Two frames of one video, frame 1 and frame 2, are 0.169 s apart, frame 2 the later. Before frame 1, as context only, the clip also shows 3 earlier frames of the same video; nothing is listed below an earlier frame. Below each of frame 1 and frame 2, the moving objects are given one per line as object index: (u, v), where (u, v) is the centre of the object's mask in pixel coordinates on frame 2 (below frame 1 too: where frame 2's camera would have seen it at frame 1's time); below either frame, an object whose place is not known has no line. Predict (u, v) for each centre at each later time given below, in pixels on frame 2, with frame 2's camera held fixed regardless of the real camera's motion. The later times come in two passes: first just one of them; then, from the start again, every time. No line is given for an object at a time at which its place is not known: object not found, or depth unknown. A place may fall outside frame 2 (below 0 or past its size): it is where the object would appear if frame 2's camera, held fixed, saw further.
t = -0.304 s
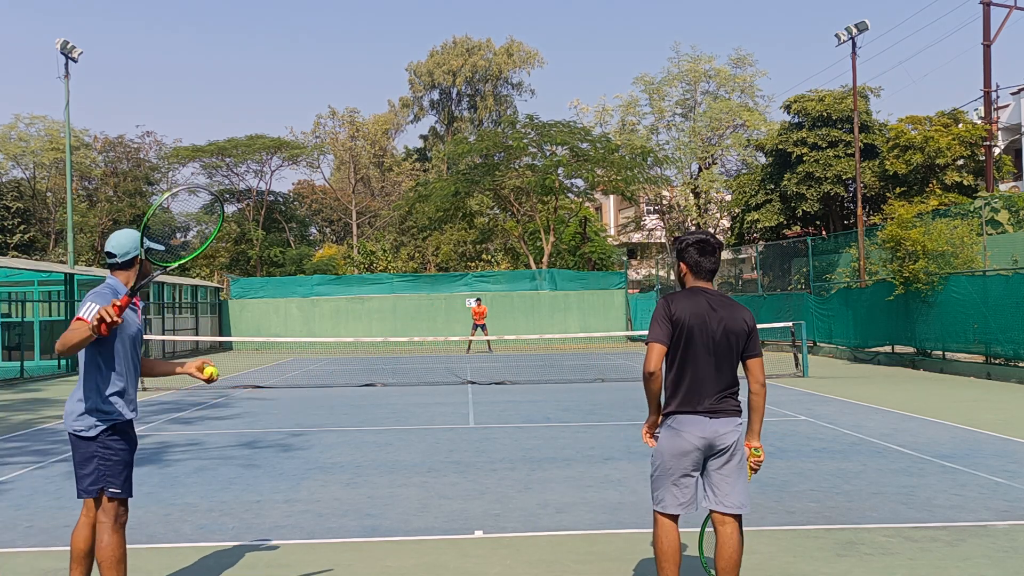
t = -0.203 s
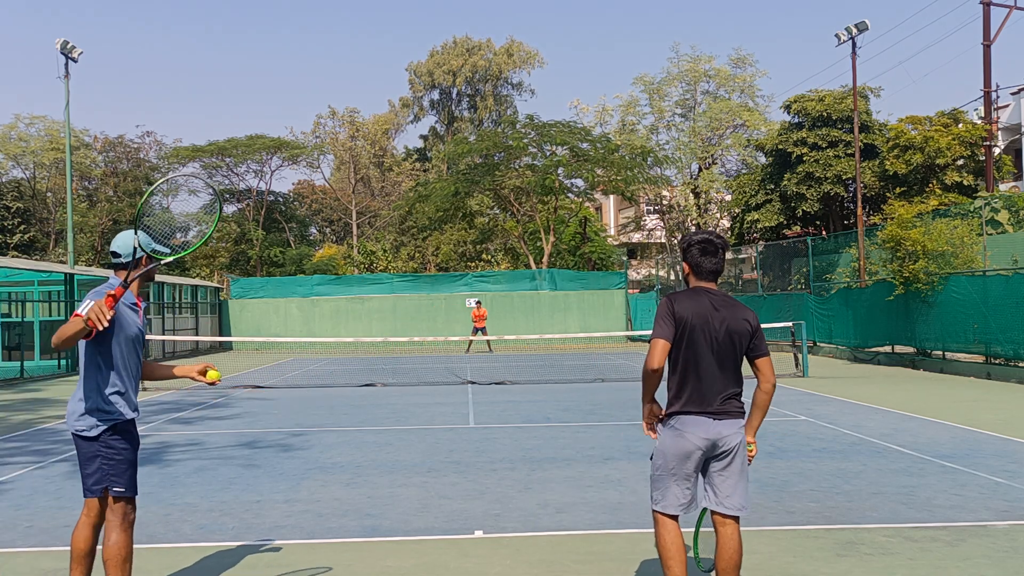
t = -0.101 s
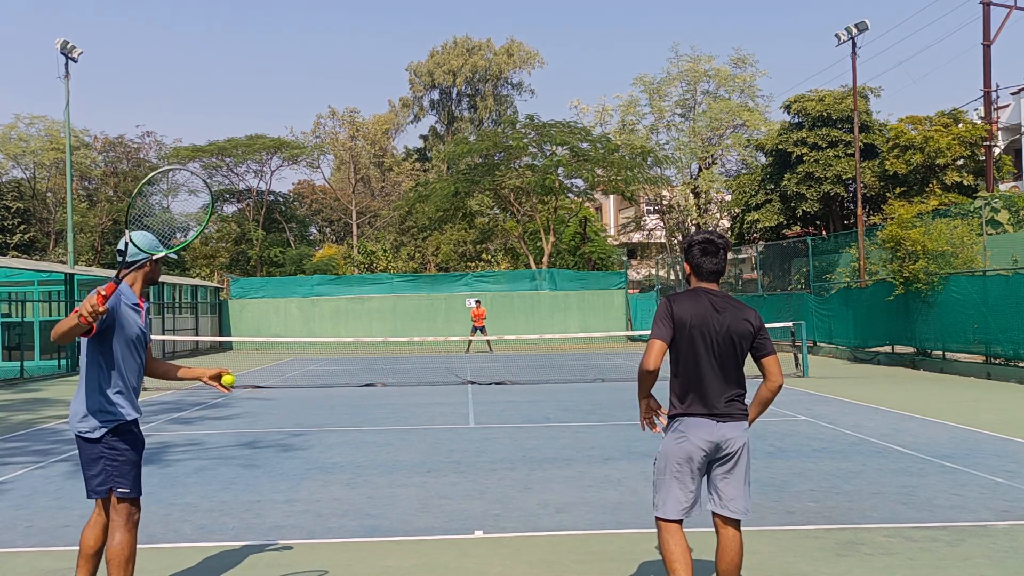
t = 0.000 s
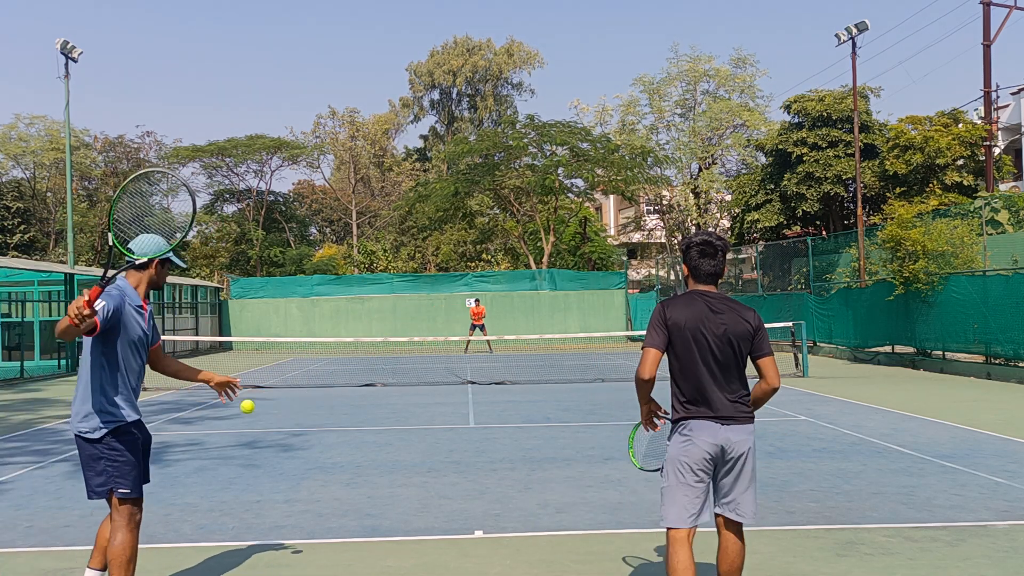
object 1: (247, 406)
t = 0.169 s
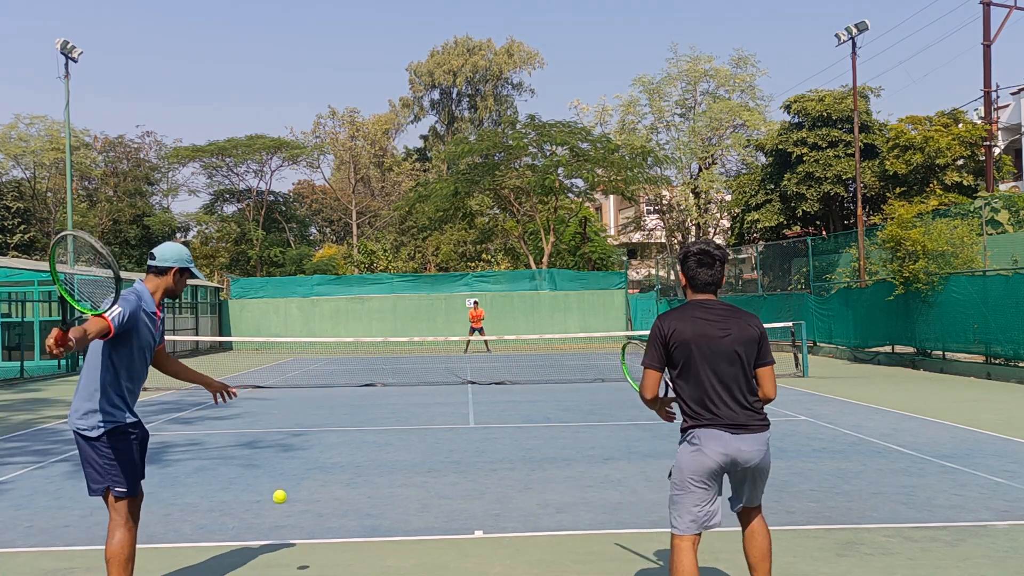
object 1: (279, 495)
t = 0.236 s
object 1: (292, 548)
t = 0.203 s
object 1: (286, 521)
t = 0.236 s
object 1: (292, 548)
